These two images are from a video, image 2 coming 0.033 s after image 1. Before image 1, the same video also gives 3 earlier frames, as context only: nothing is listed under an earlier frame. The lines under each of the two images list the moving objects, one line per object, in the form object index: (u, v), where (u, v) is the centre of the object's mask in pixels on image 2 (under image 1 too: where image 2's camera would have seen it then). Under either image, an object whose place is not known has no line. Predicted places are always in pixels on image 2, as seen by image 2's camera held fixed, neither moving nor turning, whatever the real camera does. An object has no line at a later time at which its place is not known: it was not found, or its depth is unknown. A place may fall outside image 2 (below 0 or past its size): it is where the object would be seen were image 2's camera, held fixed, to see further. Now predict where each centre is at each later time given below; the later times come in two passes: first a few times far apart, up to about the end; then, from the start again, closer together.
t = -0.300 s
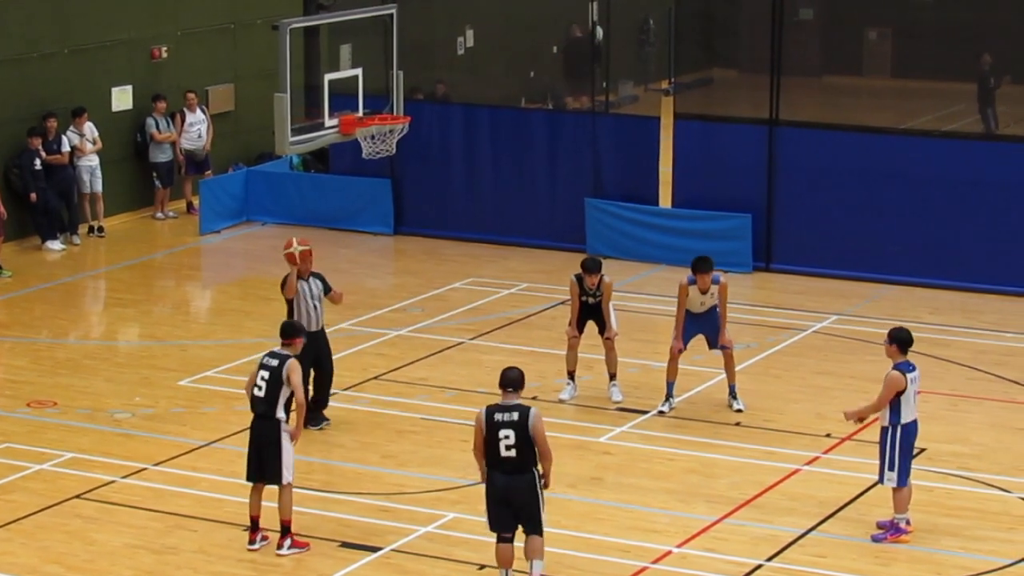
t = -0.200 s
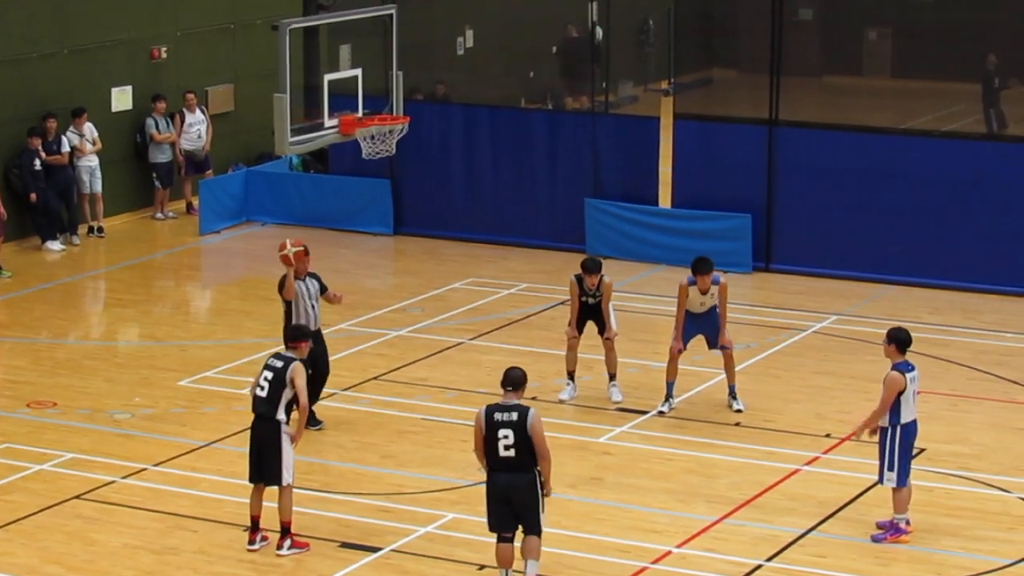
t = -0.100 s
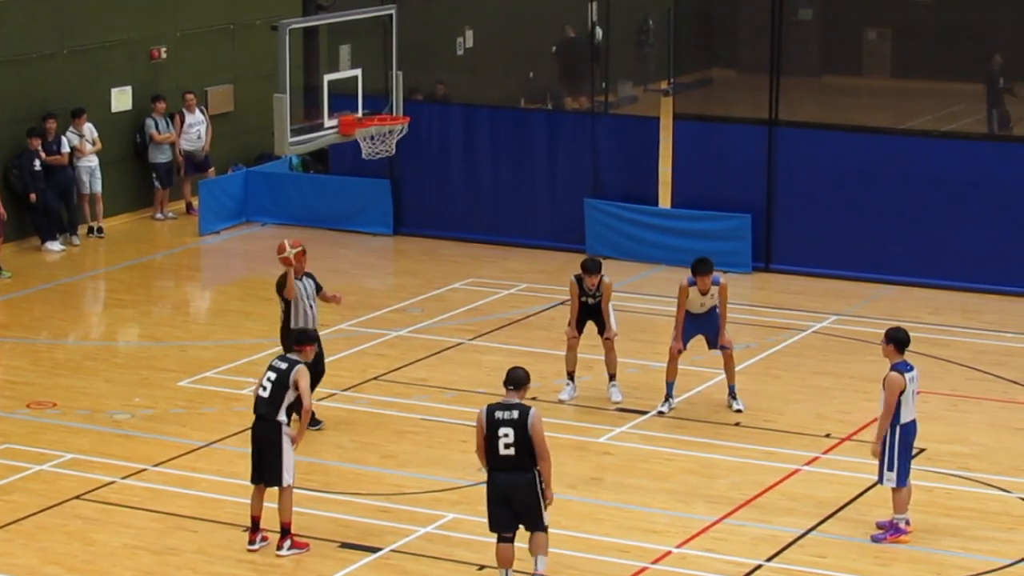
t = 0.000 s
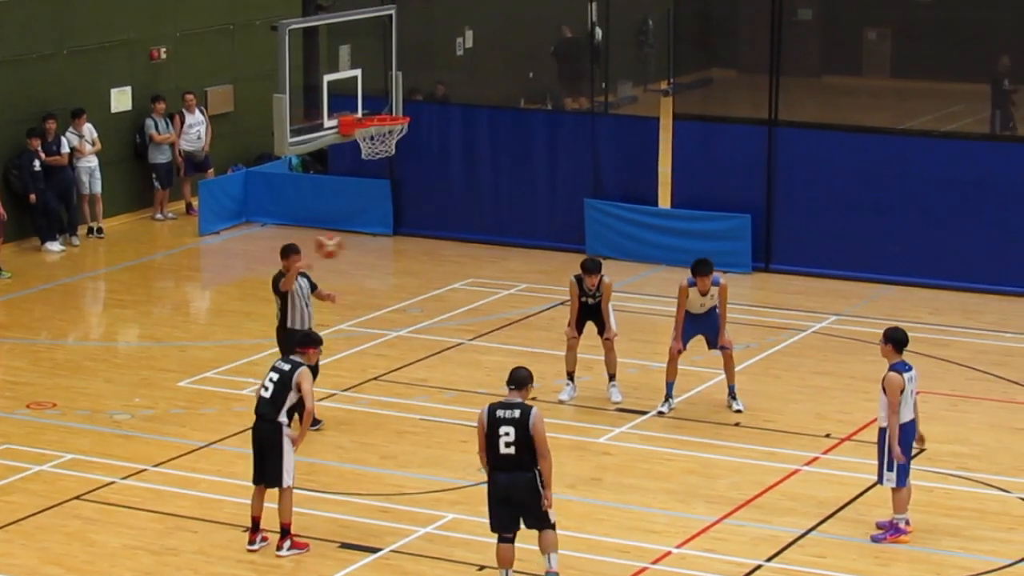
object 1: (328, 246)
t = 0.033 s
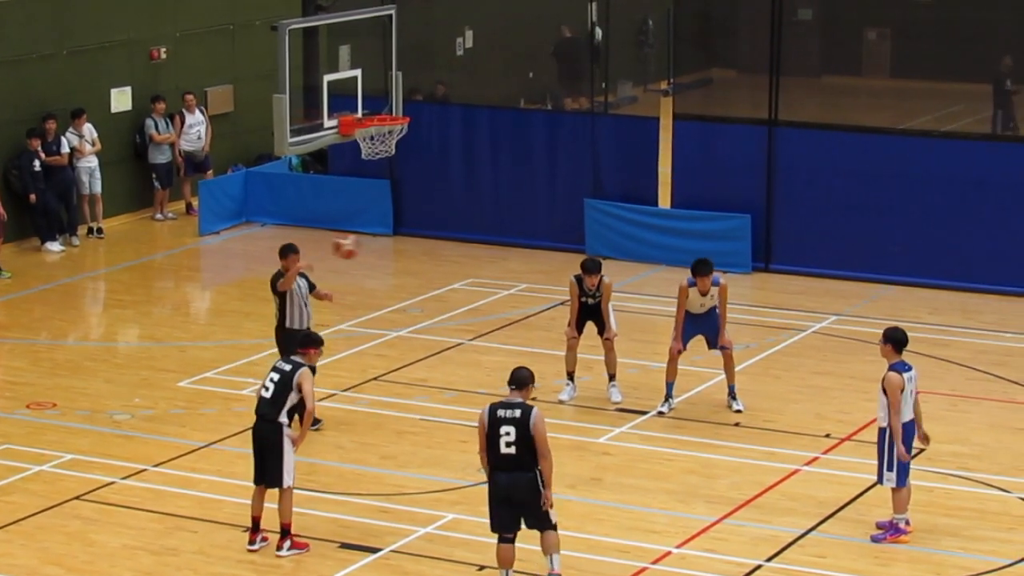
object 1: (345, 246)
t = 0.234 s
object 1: (454, 273)
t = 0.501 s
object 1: (604, 383)
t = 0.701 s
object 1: (709, 469)
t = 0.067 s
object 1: (363, 248)
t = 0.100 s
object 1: (381, 251)
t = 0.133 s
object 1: (399, 255)
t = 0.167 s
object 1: (418, 260)
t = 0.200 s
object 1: (435, 266)
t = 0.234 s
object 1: (454, 273)
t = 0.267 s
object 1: (473, 283)
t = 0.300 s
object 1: (492, 294)
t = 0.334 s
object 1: (510, 306)
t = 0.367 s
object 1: (530, 320)
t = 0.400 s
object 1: (548, 332)
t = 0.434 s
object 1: (564, 344)
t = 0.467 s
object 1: (588, 365)
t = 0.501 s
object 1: (604, 383)
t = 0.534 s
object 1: (624, 401)
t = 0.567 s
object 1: (644, 422)
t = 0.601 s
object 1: (663, 445)
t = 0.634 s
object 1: (682, 468)
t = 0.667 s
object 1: (699, 485)
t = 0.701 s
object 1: (709, 469)
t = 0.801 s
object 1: (739, 428)
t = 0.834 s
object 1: (749, 417)
